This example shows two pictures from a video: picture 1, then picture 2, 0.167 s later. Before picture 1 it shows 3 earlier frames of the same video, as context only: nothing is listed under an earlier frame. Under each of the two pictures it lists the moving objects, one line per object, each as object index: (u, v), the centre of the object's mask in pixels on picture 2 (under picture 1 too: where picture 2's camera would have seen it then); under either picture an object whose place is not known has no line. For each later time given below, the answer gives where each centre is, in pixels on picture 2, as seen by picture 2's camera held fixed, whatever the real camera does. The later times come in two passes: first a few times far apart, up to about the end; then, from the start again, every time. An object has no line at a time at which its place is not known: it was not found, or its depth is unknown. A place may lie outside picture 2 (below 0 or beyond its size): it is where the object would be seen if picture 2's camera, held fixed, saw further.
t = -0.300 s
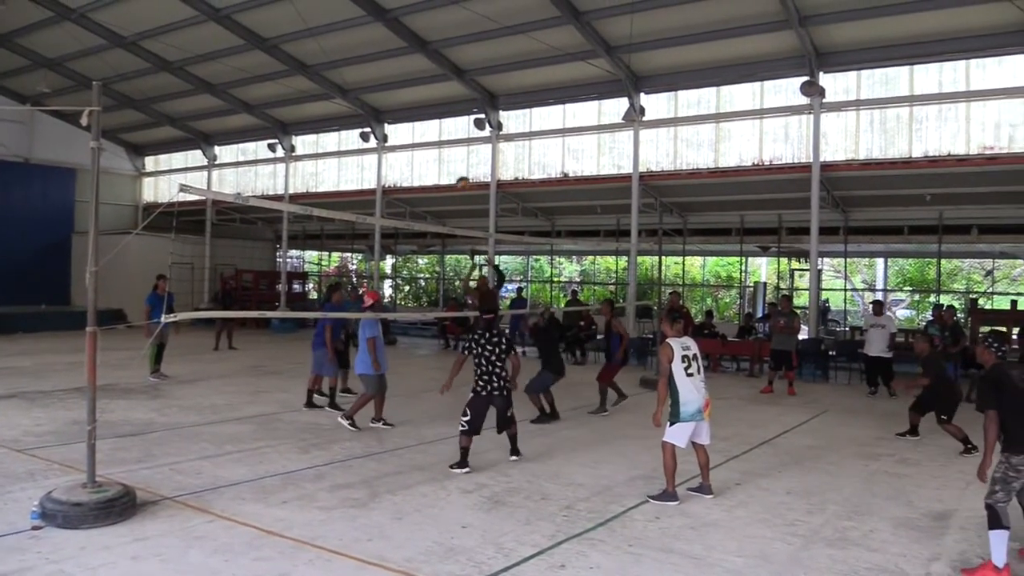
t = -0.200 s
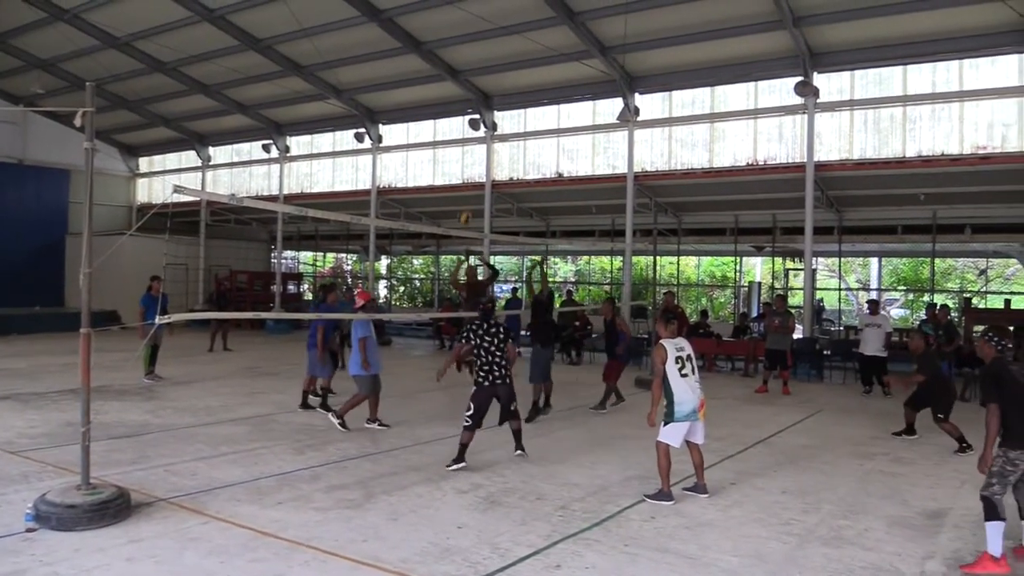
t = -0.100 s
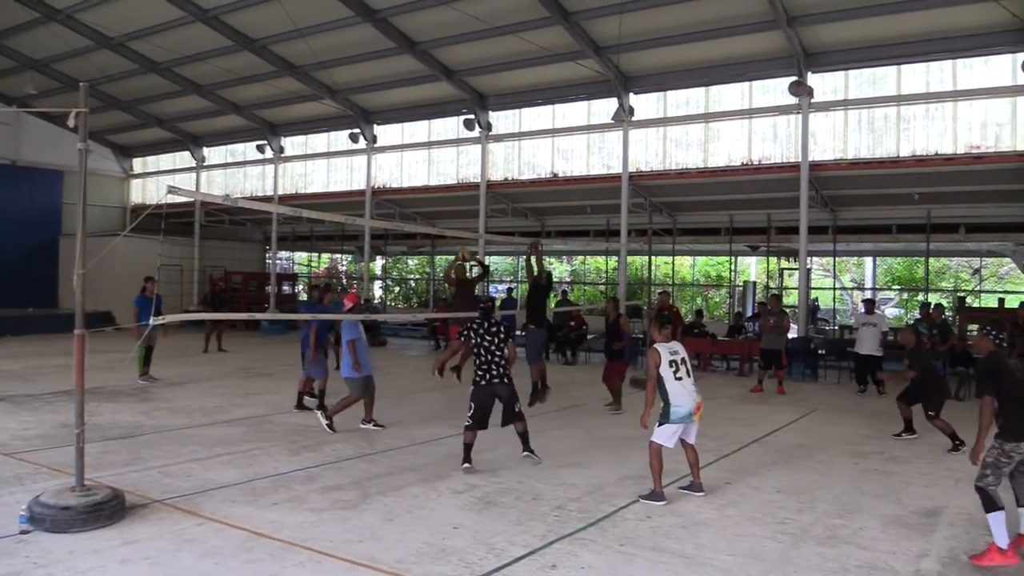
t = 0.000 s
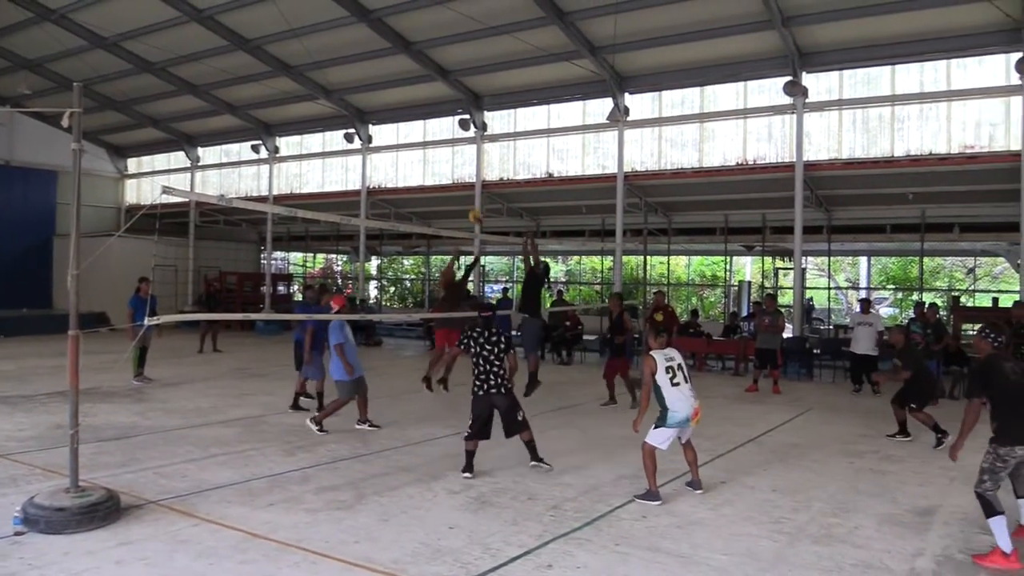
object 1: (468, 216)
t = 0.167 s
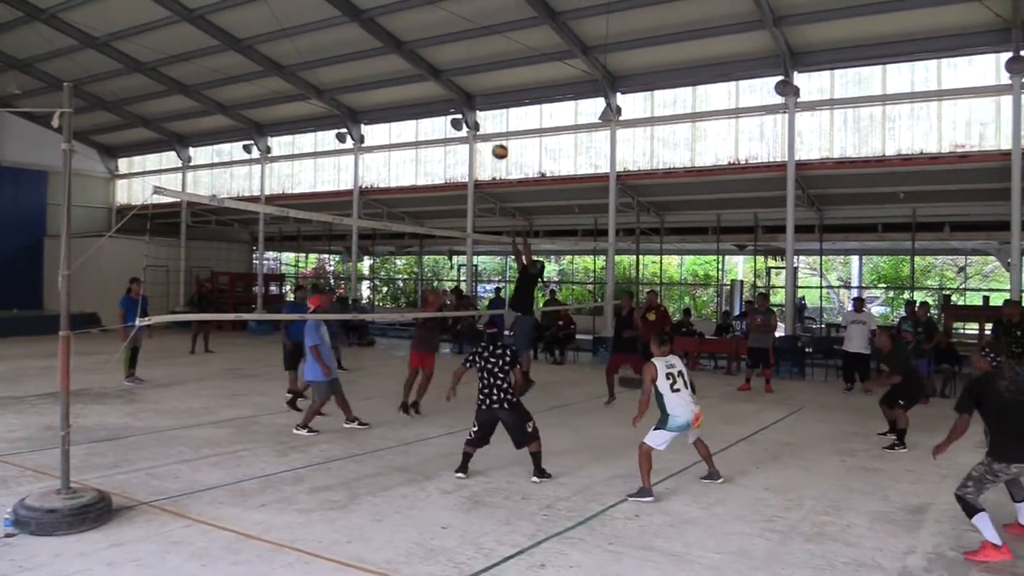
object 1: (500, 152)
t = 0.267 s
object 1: (521, 118)
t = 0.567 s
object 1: (598, 57)
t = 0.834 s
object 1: (695, 75)
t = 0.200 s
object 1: (507, 140)
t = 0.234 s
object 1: (513, 129)
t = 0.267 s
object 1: (521, 118)
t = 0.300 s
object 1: (528, 109)
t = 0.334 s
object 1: (535, 99)
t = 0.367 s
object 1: (543, 90)
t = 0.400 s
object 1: (551, 83)
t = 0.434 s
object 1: (560, 76)
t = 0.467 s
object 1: (570, 70)
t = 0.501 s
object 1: (578, 64)
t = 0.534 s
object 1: (588, 60)
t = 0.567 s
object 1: (598, 57)
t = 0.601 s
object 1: (608, 55)
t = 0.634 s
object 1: (619, 54)
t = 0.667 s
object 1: (631, 53)
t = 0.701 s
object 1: (642, 55)
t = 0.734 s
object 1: (655, 58)
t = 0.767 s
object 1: (667, 63)
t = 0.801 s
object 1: (680, 68)
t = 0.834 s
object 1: (695, 75)
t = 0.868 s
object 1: (709, 85)
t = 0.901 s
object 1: (723, 97)
